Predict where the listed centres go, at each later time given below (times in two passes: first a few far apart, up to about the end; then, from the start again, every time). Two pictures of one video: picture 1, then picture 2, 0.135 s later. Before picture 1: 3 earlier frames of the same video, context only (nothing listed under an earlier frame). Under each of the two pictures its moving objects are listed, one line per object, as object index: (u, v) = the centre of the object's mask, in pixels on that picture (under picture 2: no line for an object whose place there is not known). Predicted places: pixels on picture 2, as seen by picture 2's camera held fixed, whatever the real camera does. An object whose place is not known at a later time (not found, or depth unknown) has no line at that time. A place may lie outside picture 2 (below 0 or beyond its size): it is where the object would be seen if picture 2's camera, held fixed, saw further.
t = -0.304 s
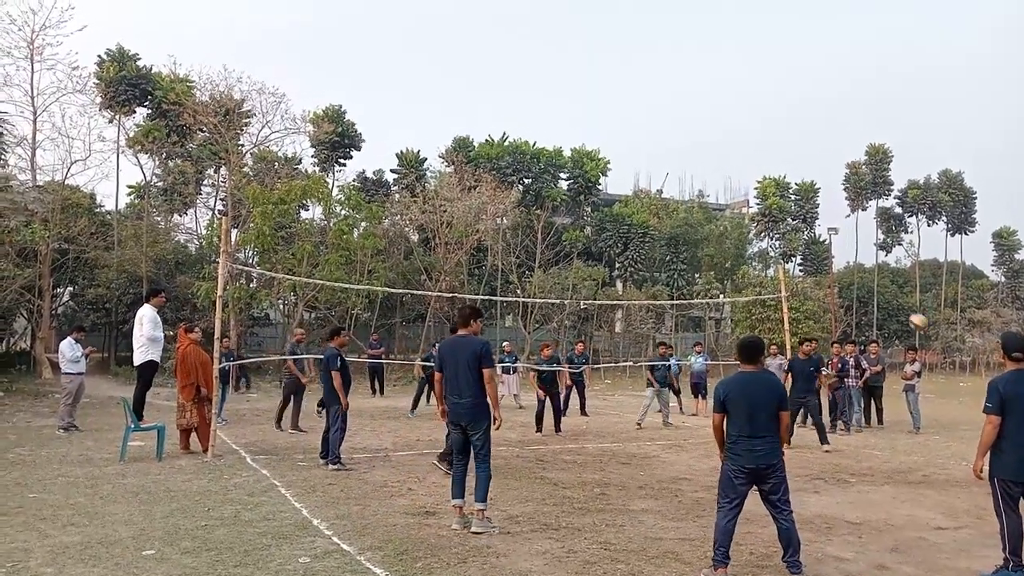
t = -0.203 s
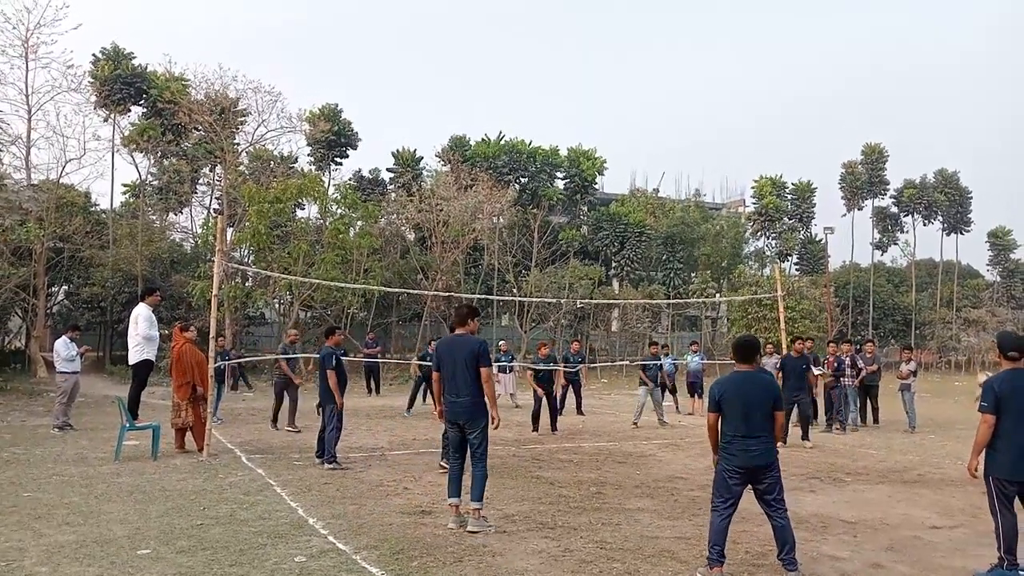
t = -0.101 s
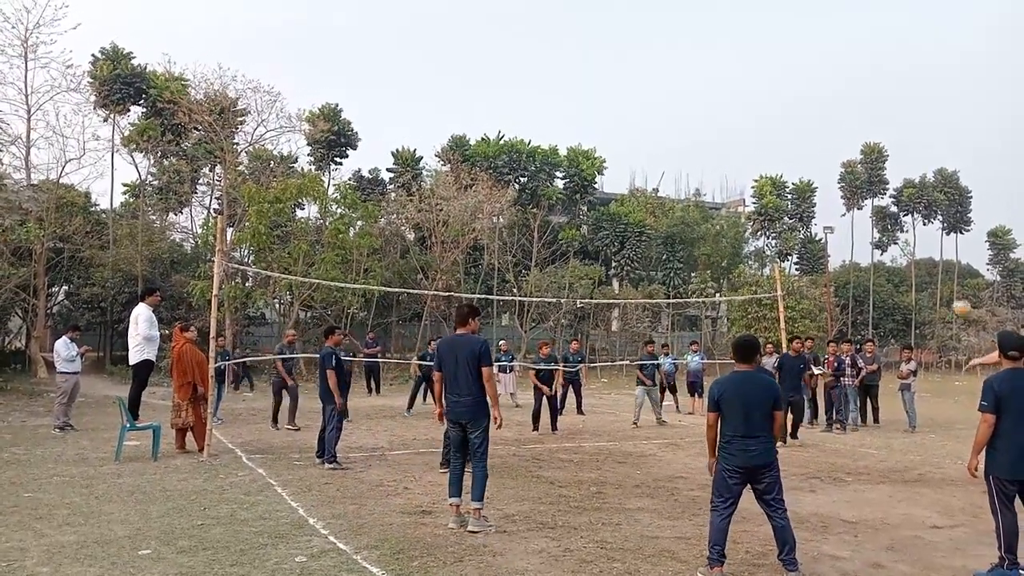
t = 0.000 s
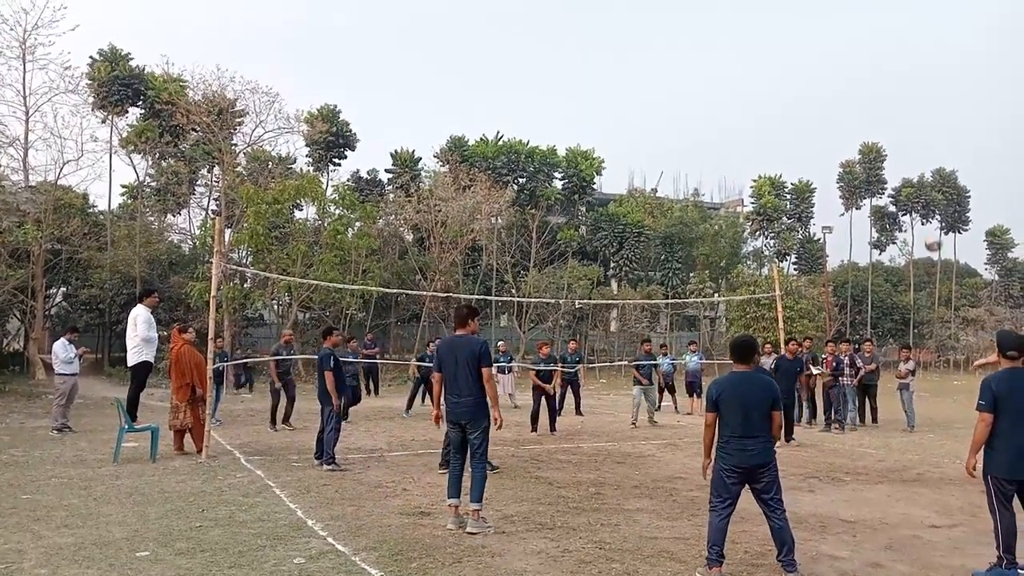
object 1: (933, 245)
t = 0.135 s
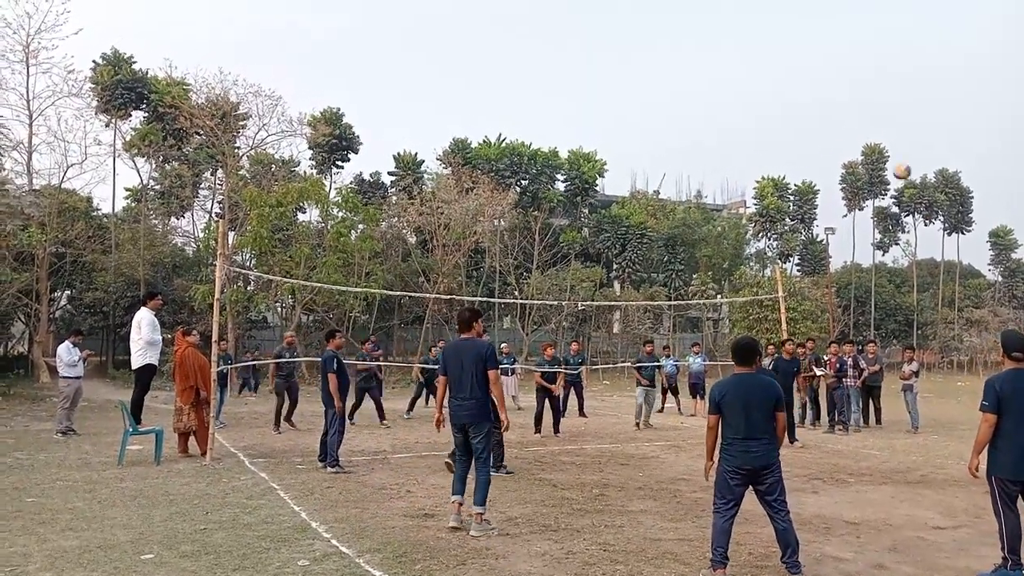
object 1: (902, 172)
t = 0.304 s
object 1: (861, 101)
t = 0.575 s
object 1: (796, 35)
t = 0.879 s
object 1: (725, 29)
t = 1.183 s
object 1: (654, 95)
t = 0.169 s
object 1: (895, 155)
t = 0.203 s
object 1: (887, 141)
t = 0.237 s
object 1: (878, 127)
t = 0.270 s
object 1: (870, 114)
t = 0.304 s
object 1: (861, 101)
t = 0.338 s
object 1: (853, 90)
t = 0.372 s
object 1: (844, 80)
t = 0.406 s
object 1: (836, 69)
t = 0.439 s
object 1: (828, 61)
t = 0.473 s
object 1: (820, 53)
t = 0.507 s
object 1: (813, 46)
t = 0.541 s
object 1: (804, 41)
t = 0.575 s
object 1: (796, 35)
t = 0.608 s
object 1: (789, 31)
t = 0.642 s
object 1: (780, 28)
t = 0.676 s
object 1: (773, 25)
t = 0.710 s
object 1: (765, 24)
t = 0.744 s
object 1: (757, 23)
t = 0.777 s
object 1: (748, 23)
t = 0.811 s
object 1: (741, 24)
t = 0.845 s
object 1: (734, 25)
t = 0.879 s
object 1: (725, 29)
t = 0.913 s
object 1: (717, 32)
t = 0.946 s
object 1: (710, 37)
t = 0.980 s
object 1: (702, 43)
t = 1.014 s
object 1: (694, 49)
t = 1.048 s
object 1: (685, 56)
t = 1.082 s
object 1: (678, 65)
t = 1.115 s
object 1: (670, 73)
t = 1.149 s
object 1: (661, 84)
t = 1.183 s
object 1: (654, 95)
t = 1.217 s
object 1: (646, 107)
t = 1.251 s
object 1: (638, 119)
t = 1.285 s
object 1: (631, 133)
